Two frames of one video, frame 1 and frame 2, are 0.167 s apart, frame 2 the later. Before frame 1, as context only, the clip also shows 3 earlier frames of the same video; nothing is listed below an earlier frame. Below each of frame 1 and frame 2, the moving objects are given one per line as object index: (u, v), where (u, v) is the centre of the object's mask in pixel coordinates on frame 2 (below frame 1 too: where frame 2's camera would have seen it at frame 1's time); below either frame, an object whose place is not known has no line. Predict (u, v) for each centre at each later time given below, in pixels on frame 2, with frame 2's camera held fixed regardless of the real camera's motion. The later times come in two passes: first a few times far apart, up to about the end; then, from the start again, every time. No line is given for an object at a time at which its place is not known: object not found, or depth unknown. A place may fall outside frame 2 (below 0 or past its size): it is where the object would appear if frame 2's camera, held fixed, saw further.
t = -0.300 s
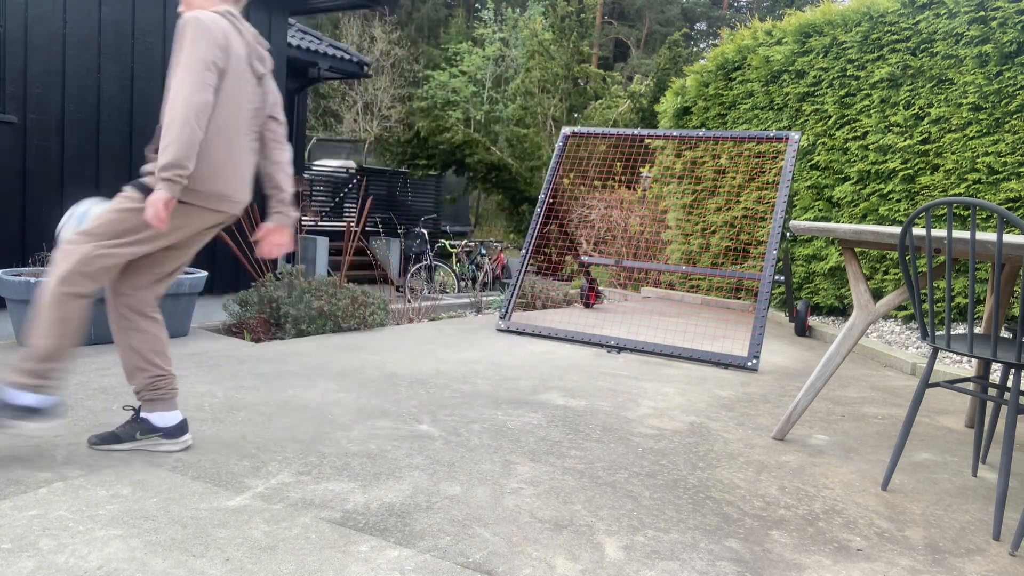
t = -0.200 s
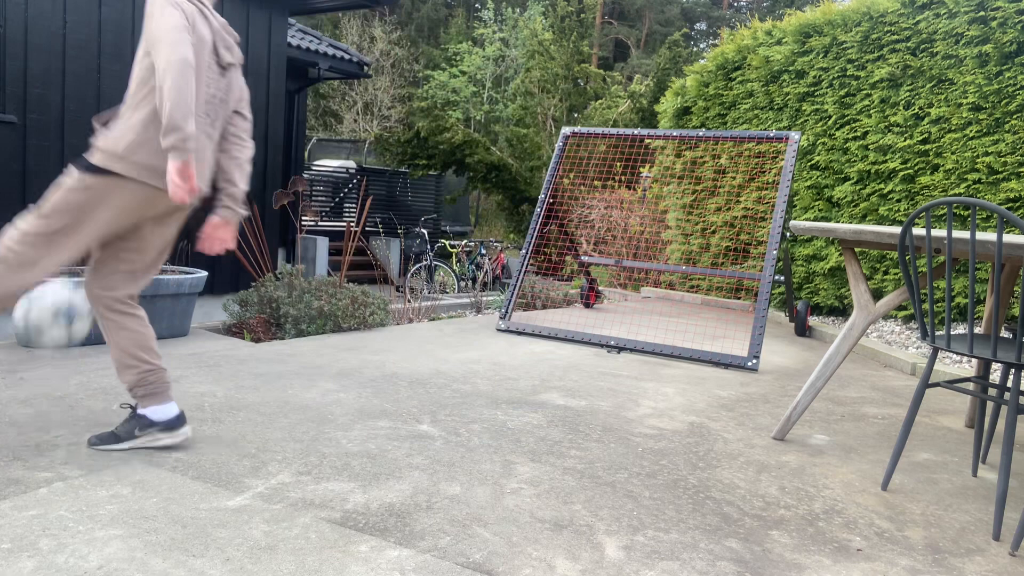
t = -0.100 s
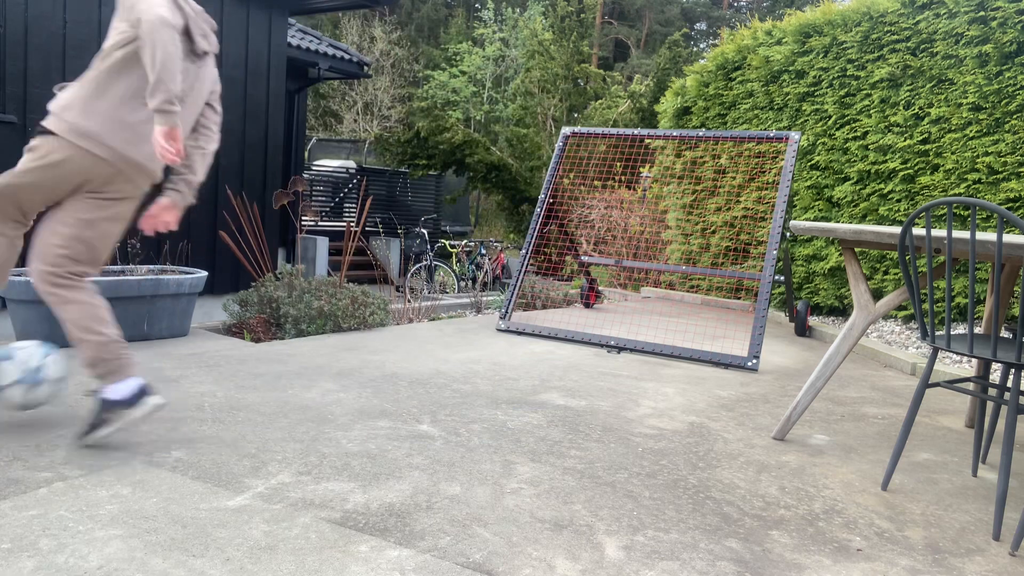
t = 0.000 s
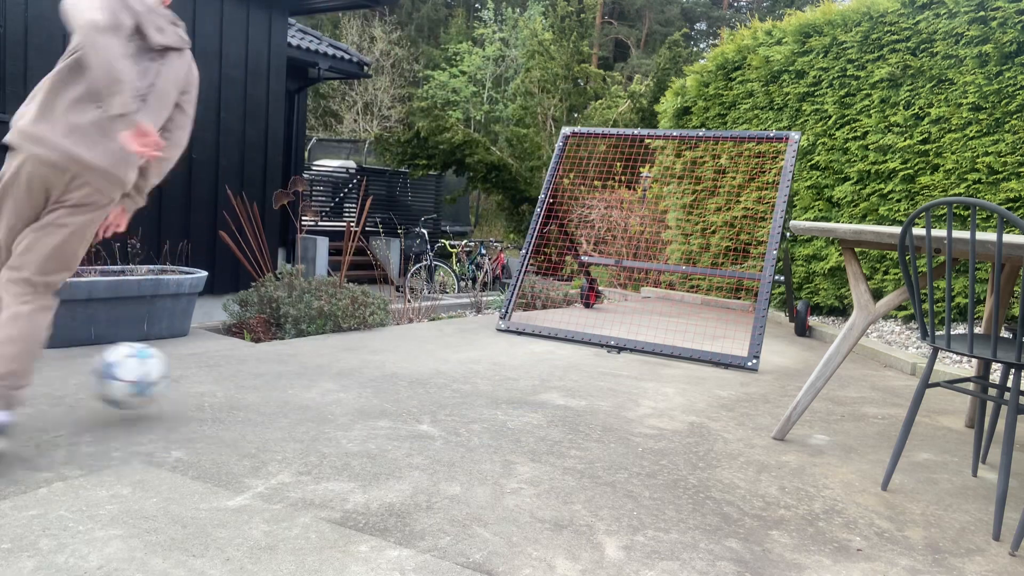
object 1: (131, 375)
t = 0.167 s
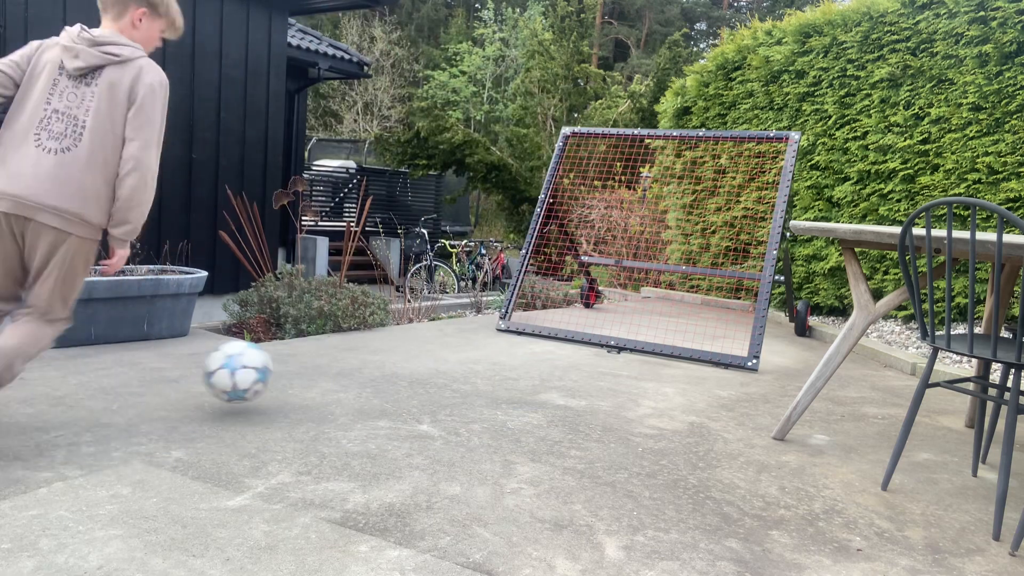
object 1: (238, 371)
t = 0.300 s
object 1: (294, 371)
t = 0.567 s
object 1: (379, 372)
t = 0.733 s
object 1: (426, 371)
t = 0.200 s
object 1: (253, 375)
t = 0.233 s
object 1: (270, 380)
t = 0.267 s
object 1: (282, 374)
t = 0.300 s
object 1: (294, 371)
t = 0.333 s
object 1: (304, 371)
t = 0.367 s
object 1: (316, 374)
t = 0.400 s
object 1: (326, 377)
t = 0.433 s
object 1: (338, 373)
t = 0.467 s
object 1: (348, 370)
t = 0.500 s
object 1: (358, 370)
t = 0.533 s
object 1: (369, 374)
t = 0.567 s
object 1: (379, 372)
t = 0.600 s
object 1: (389, 370)
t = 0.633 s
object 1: (399, 373)
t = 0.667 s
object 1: (409, 370)
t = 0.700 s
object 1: (417, 369)
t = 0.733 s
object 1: (426, 371)
